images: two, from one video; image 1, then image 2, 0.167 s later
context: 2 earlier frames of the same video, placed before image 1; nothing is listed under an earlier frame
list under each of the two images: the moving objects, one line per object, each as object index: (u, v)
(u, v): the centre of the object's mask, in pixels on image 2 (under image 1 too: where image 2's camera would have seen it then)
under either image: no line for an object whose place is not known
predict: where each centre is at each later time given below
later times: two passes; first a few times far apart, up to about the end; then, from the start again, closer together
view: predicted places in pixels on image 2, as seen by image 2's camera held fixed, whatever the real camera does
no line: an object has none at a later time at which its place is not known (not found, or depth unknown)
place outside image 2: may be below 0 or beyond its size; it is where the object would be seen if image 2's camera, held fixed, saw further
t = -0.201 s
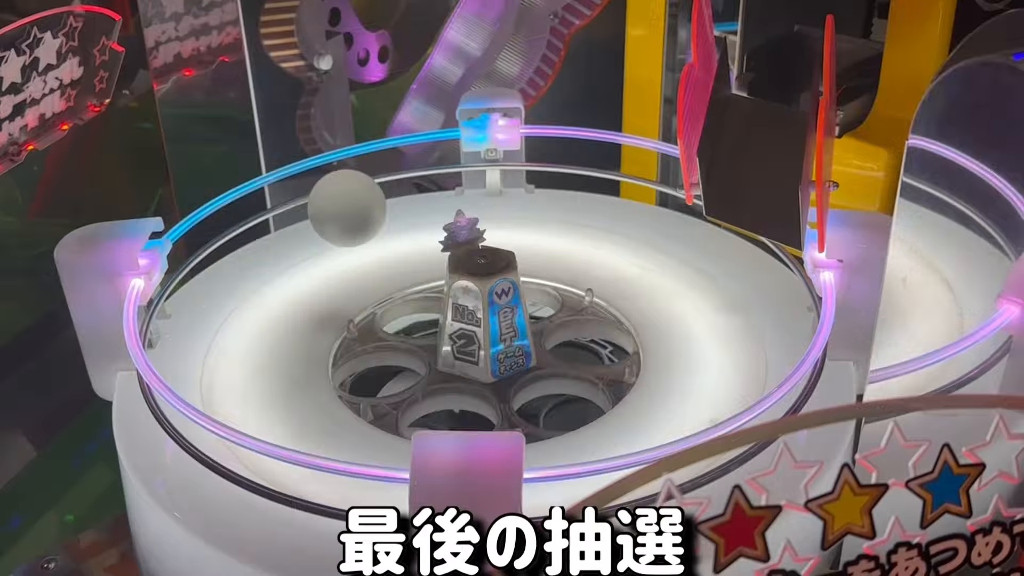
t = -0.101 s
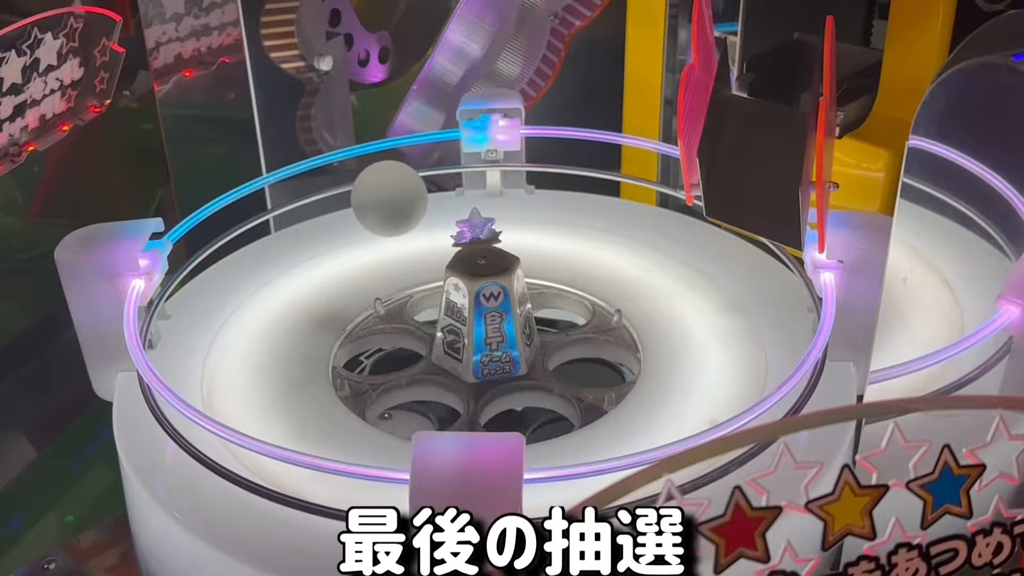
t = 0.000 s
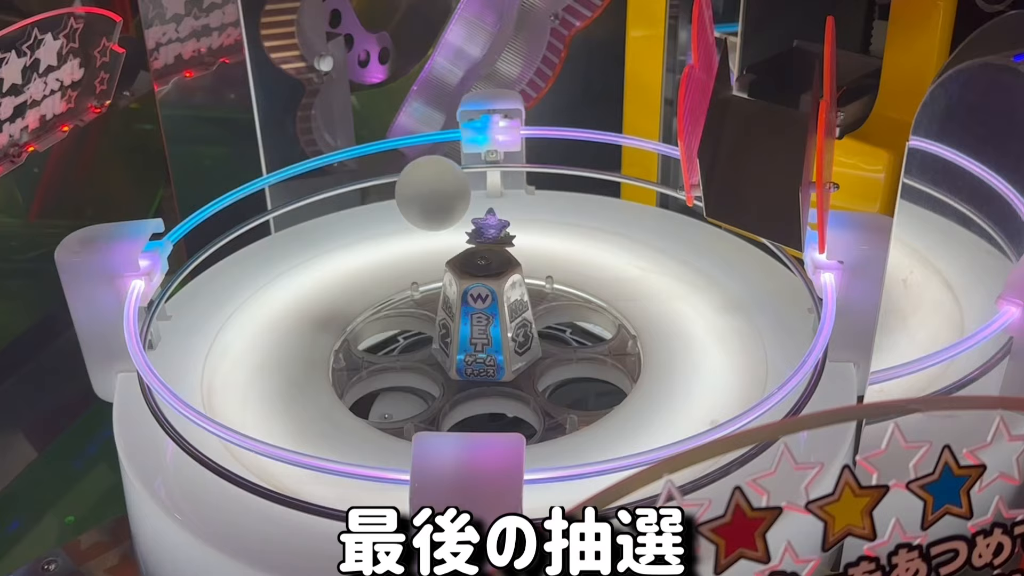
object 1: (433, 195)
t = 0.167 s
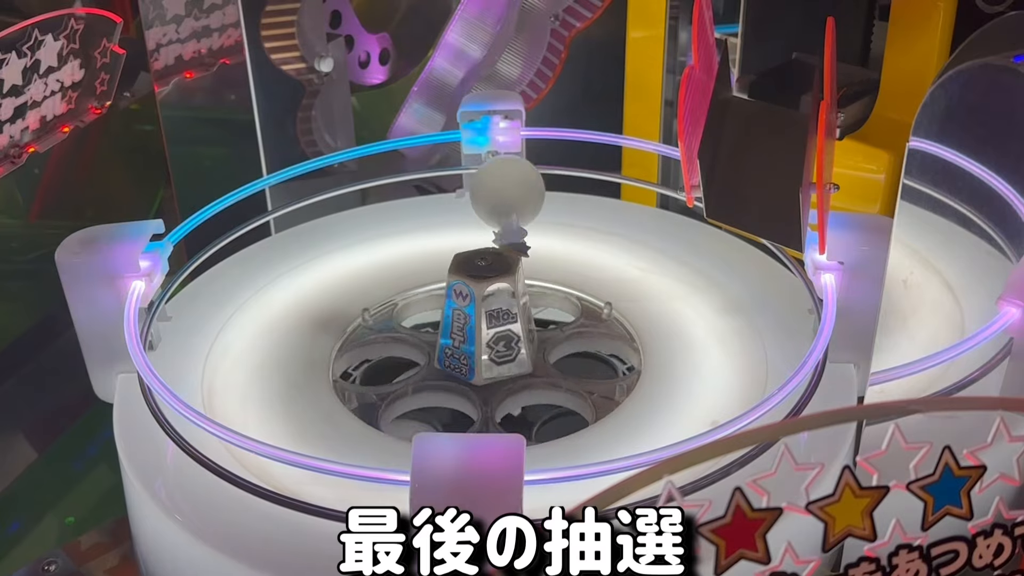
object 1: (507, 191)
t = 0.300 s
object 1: (566, 199)
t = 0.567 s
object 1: (673, 239)
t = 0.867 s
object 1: (754, 321)
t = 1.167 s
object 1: (707, 400)
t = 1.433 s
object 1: (569, 463)
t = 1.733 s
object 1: (371, 467)
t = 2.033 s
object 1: (250, 421)
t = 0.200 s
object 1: (523, 192)
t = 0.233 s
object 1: (537, 195)
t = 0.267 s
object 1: (552, 197)
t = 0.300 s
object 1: (566, 199)
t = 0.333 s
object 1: (580, 202)
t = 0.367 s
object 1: (595, 206)
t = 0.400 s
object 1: (608, 210)
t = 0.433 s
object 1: (622, 215)
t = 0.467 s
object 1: (635, 220)
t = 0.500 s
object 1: (649, 225)
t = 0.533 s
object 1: (661, 232)
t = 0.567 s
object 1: (673, 239)
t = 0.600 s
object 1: (684, 246)
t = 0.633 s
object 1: (695, 254)
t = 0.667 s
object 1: (706, 262)
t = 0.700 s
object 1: (716, 270)
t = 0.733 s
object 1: (725, 279)
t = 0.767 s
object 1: (734, 289)
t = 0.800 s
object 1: (741, 299)
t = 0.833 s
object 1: (748, 310)
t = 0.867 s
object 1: (754, 321)
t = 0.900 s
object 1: (759, 332)
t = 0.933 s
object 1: (761, 342)
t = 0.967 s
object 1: (760, 351)
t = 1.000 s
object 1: (754, 359)
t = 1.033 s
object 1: (747, 368)
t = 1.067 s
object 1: (738, 376)
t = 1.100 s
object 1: (729, 385)
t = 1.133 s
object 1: (719, 393)
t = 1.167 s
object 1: (707, 400)
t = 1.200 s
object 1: (694, 408)
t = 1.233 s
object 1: (679, 415)
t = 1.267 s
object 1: (663, 422)
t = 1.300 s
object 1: (651, 438)
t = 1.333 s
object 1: (629, 433)
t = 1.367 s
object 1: (610, 438)
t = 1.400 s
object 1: (587, 454)
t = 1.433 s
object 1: (569, 463)
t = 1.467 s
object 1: (560, 467)
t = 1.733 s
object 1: (371, 467)
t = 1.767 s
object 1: (360, 465)
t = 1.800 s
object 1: (346, 463)
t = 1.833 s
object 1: (328, 459)
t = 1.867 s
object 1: (312, 456)
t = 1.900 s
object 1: (297, 450)
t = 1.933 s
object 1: (283, 443)
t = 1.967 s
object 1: (271, 436)
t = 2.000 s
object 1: (260, 429)
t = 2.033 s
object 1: (250, 421)
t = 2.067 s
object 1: (242, 413)
